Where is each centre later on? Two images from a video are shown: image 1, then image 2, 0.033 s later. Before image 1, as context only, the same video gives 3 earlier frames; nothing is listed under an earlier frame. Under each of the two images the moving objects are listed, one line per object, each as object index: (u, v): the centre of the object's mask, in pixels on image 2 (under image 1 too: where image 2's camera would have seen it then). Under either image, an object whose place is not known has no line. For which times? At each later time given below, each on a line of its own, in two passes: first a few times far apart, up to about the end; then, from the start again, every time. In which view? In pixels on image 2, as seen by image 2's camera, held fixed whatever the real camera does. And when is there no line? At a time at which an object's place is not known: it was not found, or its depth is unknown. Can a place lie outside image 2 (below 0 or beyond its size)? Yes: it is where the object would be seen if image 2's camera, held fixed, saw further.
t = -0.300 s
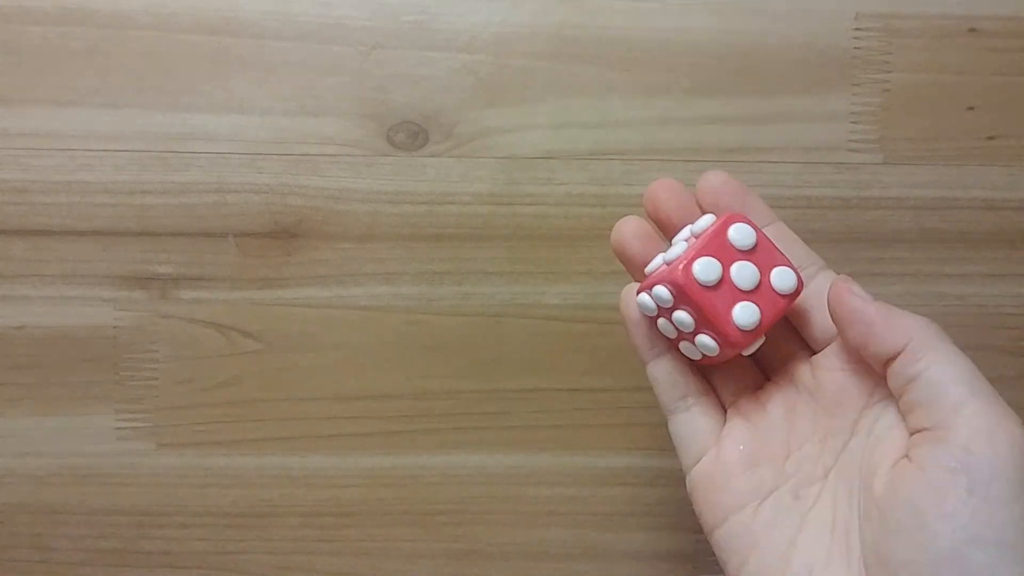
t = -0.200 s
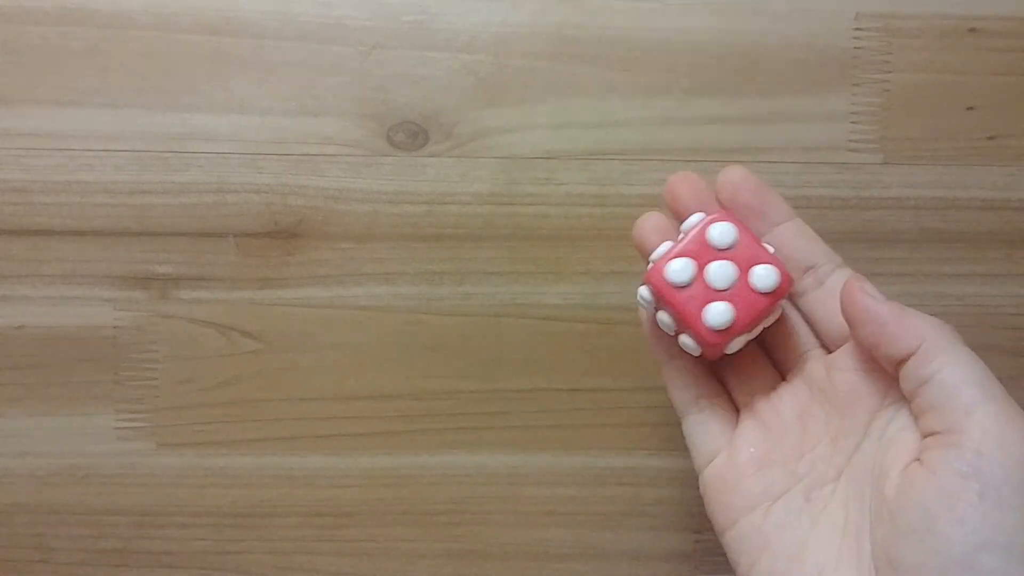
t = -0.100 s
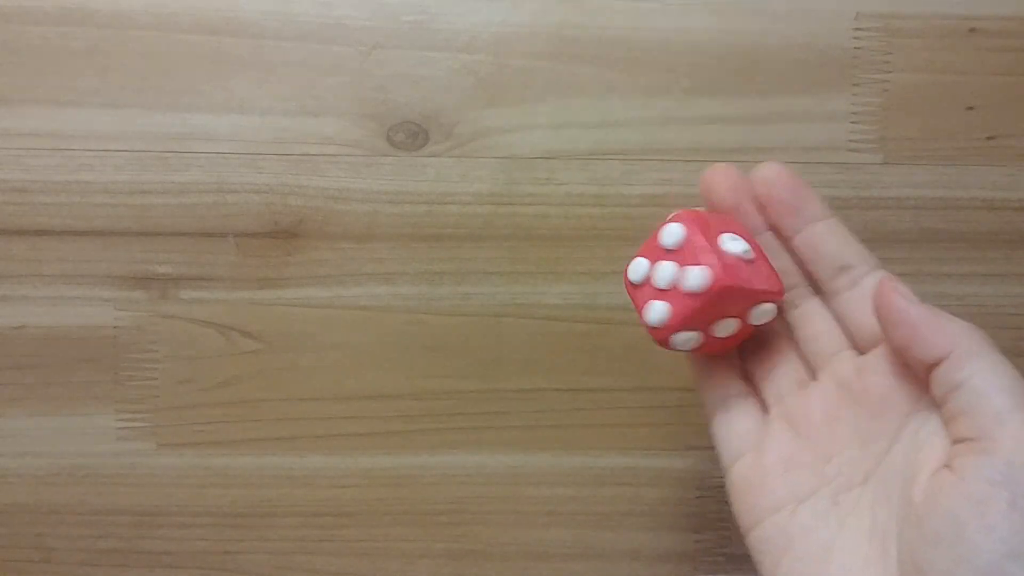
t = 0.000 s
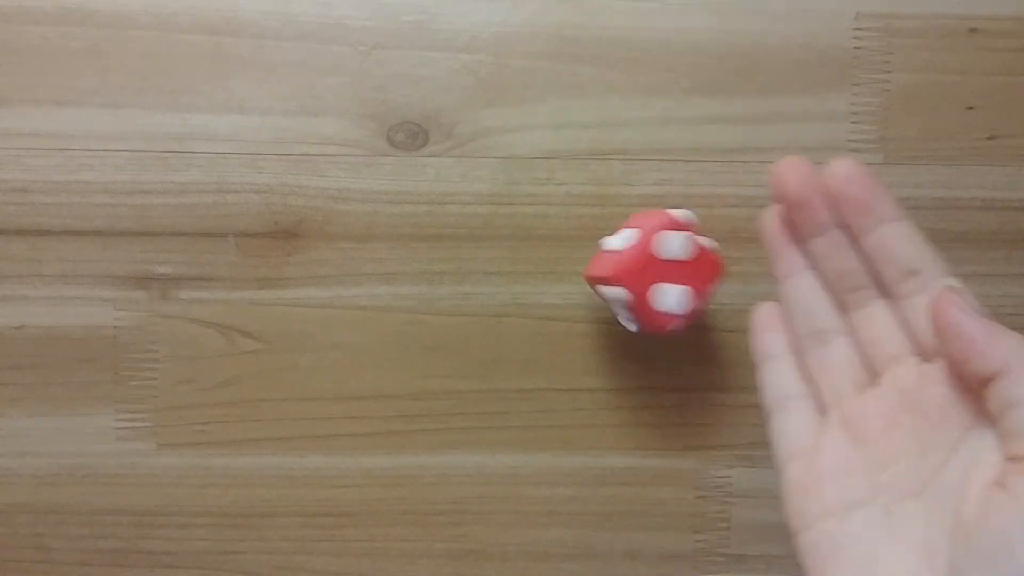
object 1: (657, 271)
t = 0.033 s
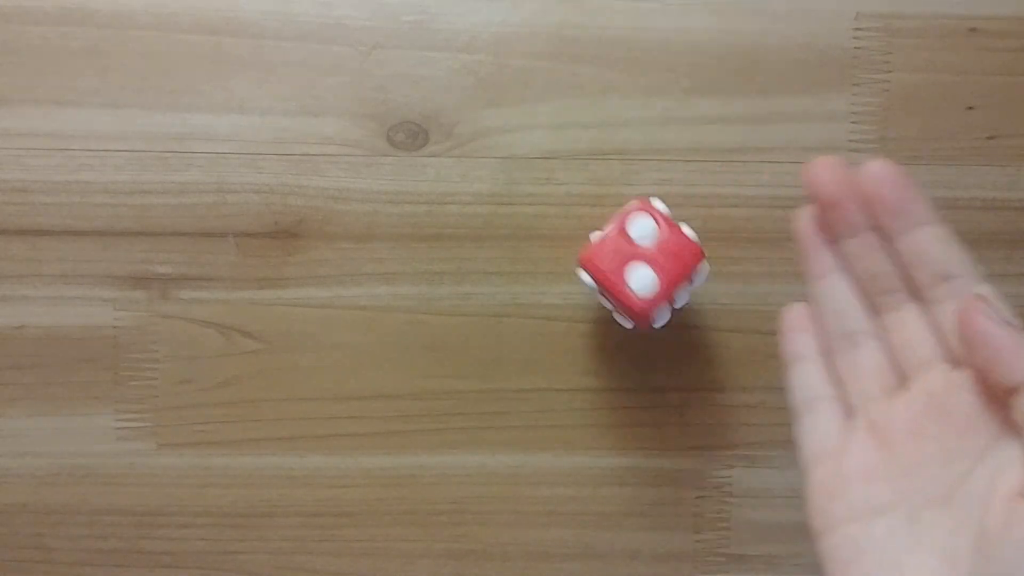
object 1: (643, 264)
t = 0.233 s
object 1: (560, 215)
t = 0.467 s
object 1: (544, 104)
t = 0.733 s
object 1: (544, 108)
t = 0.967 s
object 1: (544, 108)
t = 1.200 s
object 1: (544, 108)
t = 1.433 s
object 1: (544, 108)
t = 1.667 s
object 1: (545, 108)
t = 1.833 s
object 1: (544, 108)
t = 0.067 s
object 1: (632, 252)
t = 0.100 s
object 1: (616, 242)
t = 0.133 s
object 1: (598, 232)
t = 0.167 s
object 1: (577, 221)
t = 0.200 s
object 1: (571, 218)
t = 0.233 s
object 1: (560, 215)
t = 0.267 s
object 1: (551, 209)
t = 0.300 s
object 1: (546, 198)
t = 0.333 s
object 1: (542, 181)
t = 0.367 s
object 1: (538, 159)
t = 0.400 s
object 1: (542, 135)
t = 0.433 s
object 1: (544, 116)
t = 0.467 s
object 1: (544, 104)
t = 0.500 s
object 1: (545, 101)
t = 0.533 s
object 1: (544, 103)
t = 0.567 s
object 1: (544, 107)
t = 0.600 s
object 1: (544, 108)
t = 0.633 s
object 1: (544, 107)
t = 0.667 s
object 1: (544, 107)
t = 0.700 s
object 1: (544, 108)
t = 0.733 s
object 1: (544, 108)
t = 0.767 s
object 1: (544, 107)
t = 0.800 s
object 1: (544, 108)
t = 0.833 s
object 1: (544, 108)
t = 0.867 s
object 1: (544, 108)
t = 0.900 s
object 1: (544, 108)
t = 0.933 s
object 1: (544, 108)
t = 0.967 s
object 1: (544, 108)
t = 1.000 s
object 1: (544, 108)
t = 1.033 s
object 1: (544, 108)
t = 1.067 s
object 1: (544, 108)
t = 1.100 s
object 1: (544, 108)
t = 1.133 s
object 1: (544, 108)
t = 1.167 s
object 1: (544, 108)
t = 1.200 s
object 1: (544, 108)
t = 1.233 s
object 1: (544, 108)
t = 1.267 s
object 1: (544, 108)
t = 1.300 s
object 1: (544, 108)
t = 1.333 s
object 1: (544, 108)
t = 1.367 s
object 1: (544, 108)
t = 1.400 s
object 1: (544, 108)
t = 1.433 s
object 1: (544, 108)
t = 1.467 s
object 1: (544, 108)
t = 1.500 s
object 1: (544, 108)
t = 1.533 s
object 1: (544, 108)
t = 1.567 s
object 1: (544, 108)
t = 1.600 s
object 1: (545, 108)
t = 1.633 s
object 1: (545, 108)
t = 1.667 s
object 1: (545, 108)
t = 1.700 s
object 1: (545, 108)
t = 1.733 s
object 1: (544, 108)
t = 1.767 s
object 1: (545, 108)
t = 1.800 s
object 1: (545, 108)
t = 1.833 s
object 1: (544, 108)
